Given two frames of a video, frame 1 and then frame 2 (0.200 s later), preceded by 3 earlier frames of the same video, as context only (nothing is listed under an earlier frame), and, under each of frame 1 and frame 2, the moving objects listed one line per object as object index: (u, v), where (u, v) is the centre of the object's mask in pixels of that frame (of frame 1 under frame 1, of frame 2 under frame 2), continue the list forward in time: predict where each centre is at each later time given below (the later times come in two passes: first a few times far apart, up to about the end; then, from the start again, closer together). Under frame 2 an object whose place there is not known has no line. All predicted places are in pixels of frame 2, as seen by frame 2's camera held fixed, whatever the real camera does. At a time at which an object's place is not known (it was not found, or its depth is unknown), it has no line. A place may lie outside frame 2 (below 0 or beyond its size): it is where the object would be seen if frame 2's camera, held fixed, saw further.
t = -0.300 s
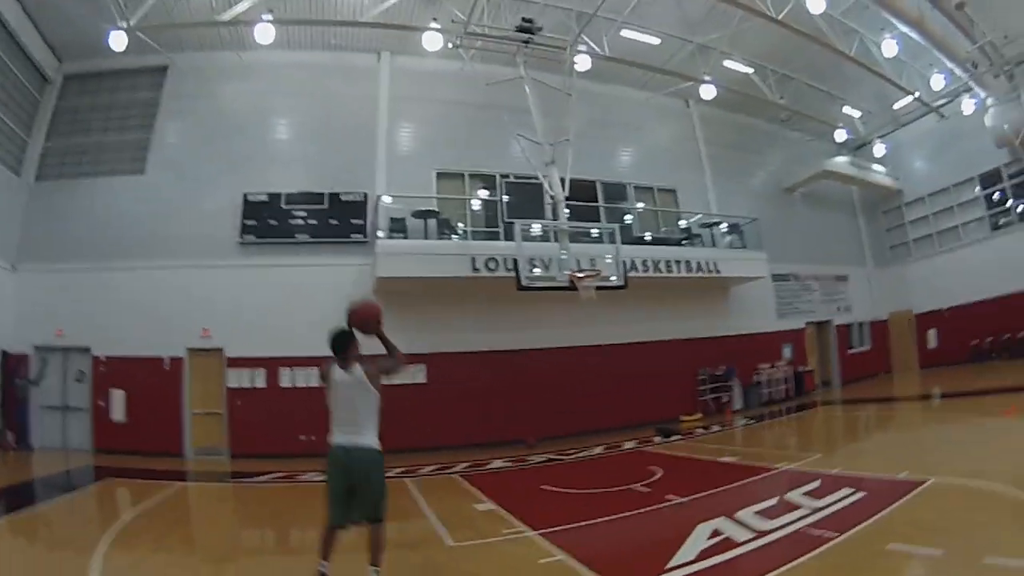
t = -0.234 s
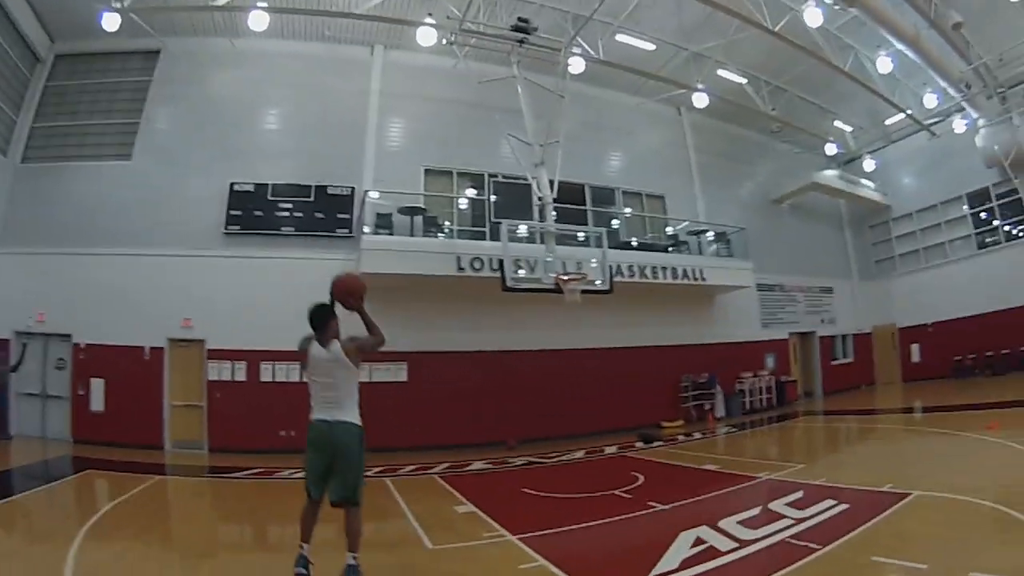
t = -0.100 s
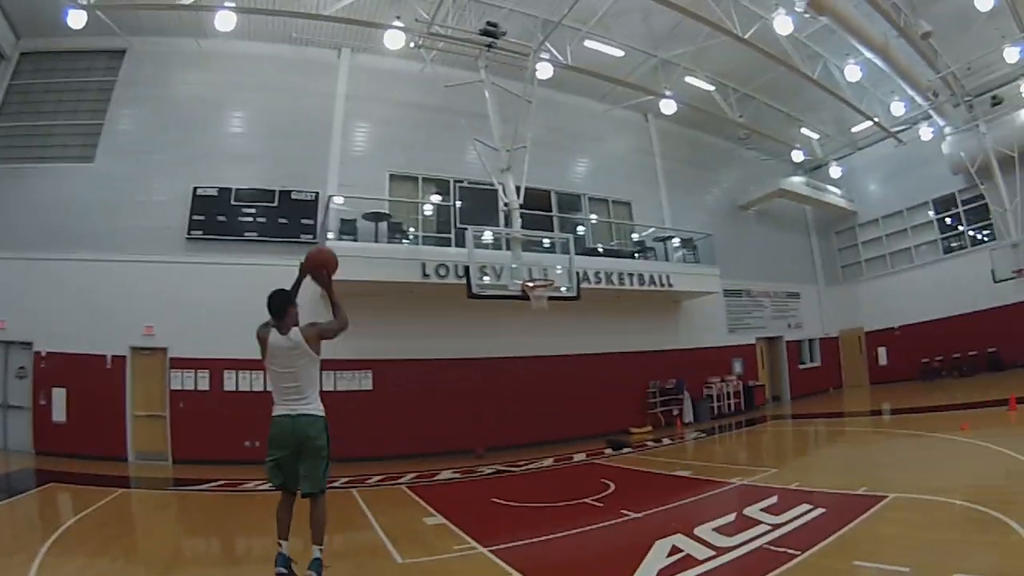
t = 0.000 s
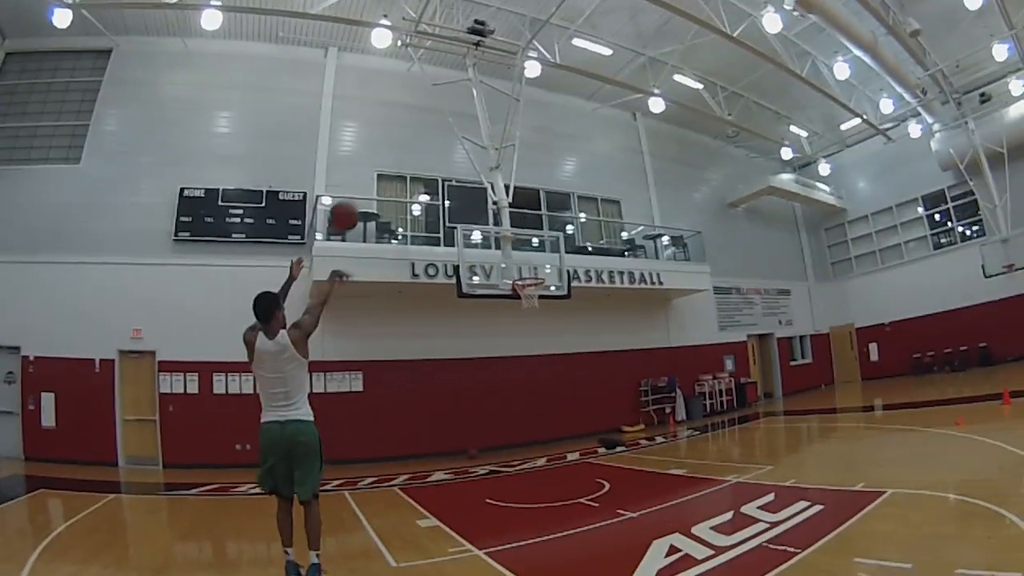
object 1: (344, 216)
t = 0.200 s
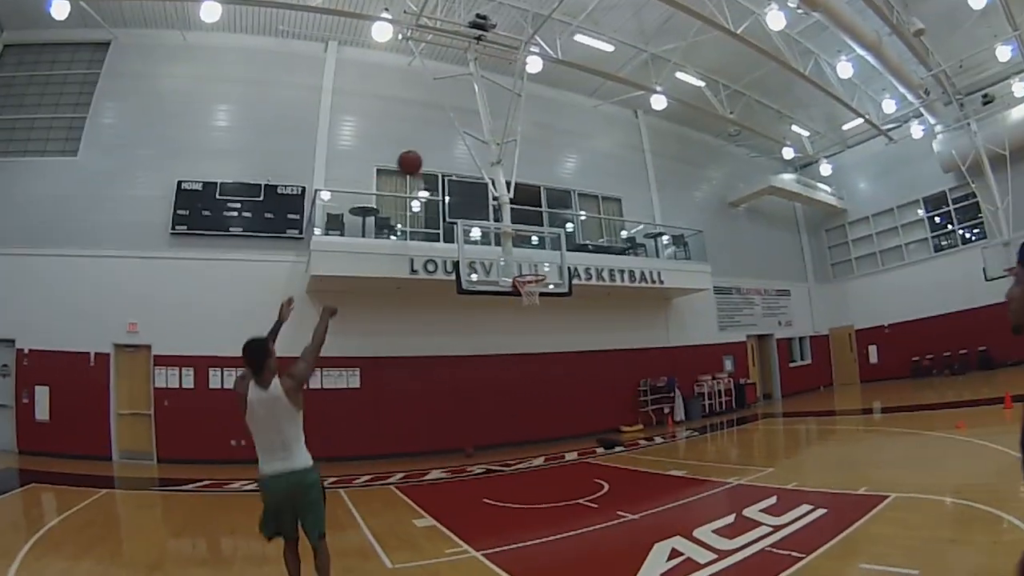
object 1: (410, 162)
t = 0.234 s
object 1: (418, 159)
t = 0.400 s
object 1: (454, 163)
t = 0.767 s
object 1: (513, 234)
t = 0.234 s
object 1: (418, 159)
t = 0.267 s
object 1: (426, 158)
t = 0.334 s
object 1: (441, 159)
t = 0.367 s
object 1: (448, 160)
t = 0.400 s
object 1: (454, 163)
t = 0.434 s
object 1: (461, 166)
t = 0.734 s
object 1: (508, 224)
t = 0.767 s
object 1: (513, 234)
